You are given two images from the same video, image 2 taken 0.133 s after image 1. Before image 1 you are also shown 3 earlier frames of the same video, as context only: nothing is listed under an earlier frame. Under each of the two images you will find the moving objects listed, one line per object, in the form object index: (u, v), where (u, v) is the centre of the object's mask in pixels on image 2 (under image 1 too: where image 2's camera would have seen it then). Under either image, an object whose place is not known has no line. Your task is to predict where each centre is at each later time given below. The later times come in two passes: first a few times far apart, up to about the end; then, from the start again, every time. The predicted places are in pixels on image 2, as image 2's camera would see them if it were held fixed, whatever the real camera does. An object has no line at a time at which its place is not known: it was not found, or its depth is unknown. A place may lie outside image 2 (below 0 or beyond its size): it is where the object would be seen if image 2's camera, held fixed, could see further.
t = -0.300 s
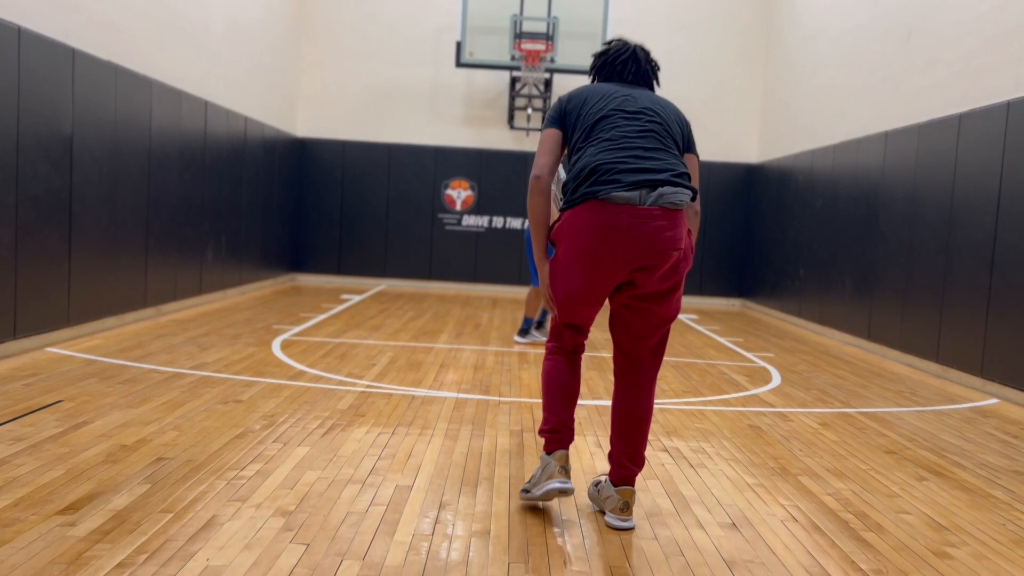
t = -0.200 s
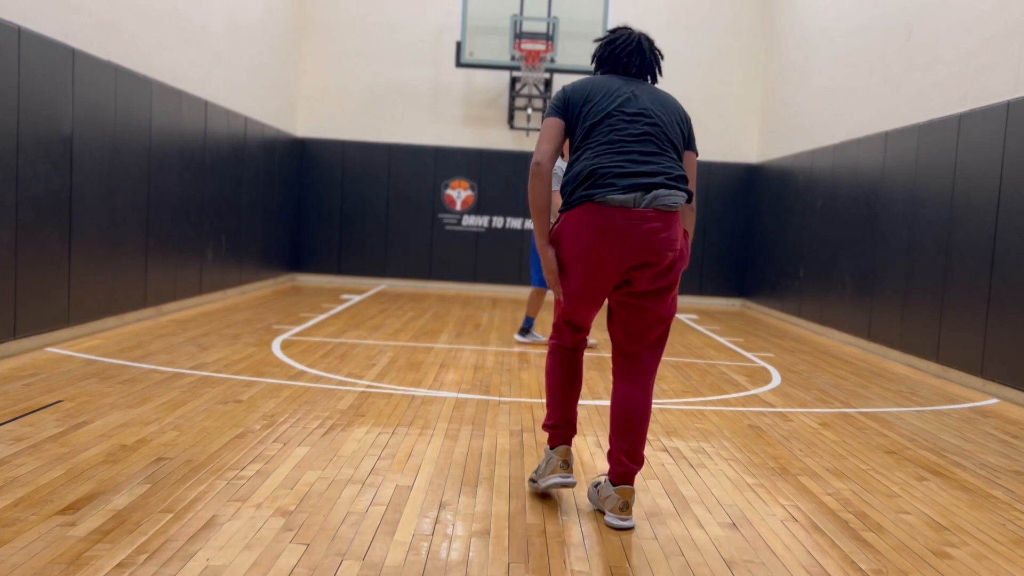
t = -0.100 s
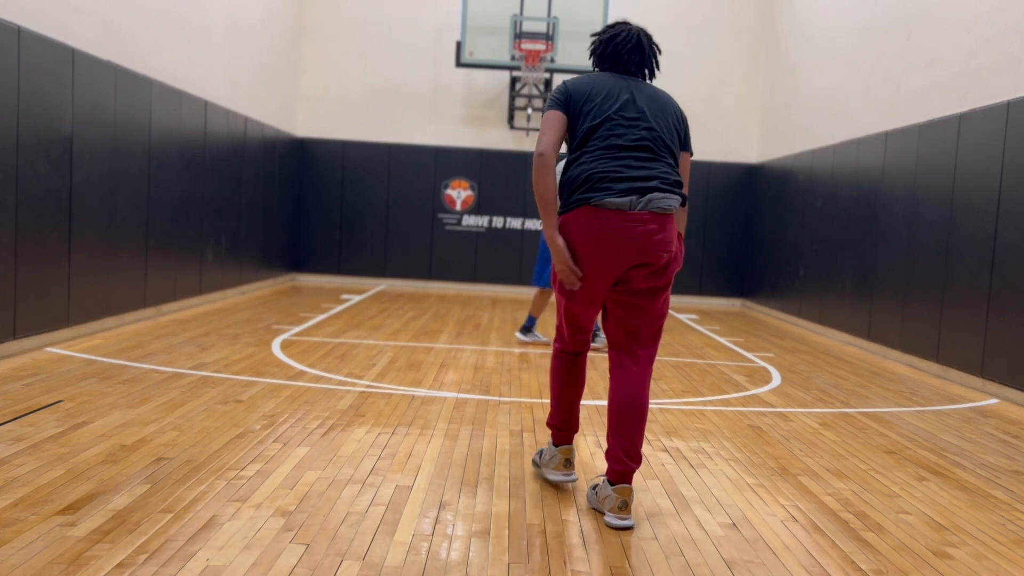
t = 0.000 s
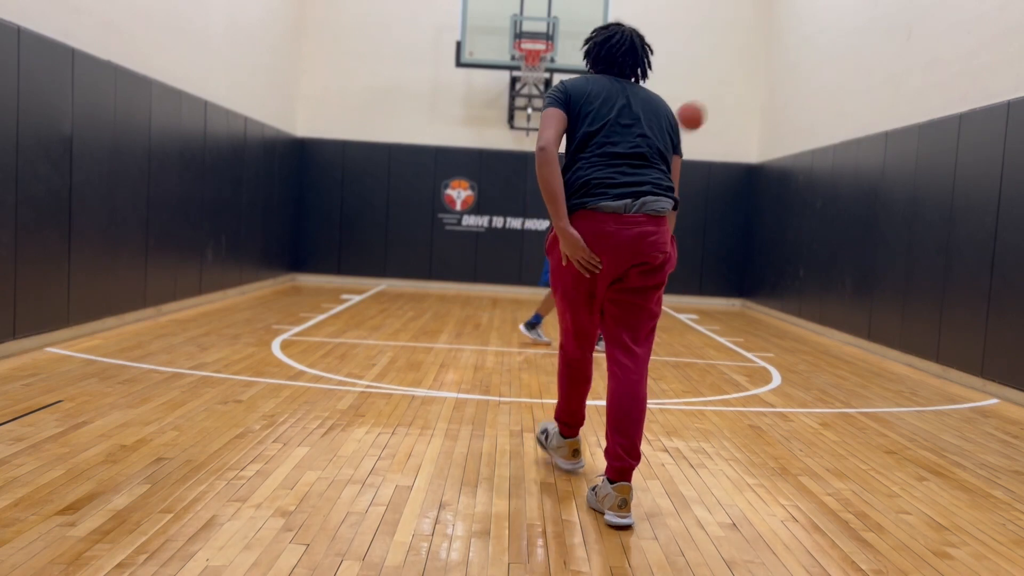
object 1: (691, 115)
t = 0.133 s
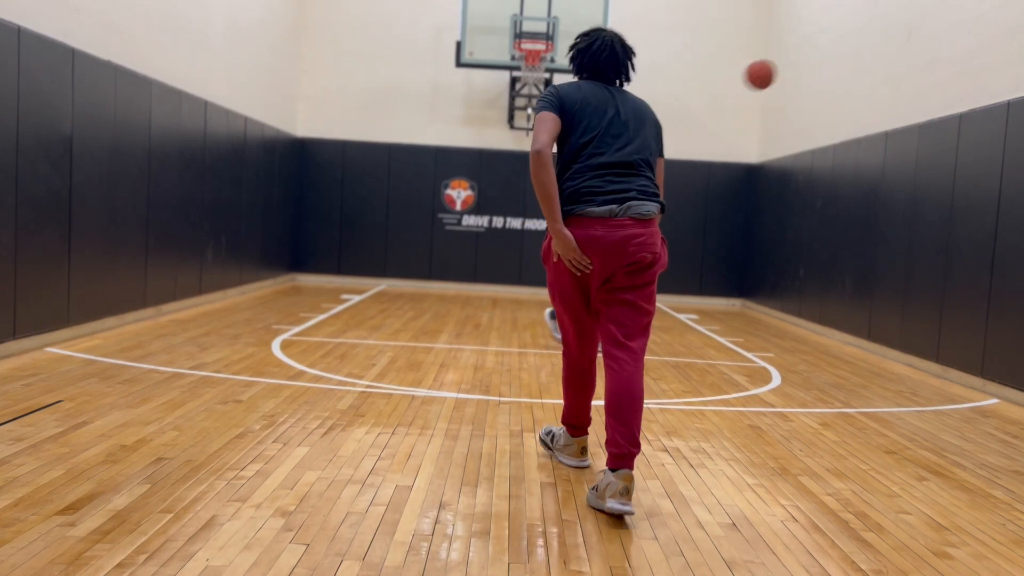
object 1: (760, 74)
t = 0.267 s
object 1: (830, 53)
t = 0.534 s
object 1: (898, 66)
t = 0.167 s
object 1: (778, 67)
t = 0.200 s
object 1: (795, 61)
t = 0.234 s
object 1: (812, 56)
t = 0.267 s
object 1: (830, 53)
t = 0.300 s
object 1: (847, 51)
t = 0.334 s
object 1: (865, 51)
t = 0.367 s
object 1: (882, 51)
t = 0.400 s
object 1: (899, 54)
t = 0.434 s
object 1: (916, 58)
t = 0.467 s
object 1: (921, 61)
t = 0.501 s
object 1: (910, 63)
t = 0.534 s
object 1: (898, 66)
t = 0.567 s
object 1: (886, 71)
